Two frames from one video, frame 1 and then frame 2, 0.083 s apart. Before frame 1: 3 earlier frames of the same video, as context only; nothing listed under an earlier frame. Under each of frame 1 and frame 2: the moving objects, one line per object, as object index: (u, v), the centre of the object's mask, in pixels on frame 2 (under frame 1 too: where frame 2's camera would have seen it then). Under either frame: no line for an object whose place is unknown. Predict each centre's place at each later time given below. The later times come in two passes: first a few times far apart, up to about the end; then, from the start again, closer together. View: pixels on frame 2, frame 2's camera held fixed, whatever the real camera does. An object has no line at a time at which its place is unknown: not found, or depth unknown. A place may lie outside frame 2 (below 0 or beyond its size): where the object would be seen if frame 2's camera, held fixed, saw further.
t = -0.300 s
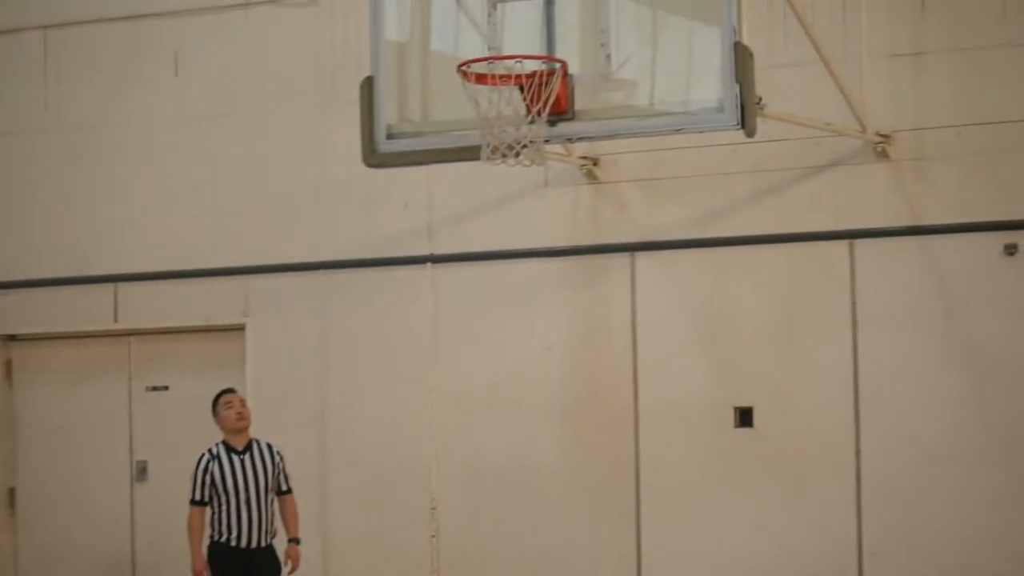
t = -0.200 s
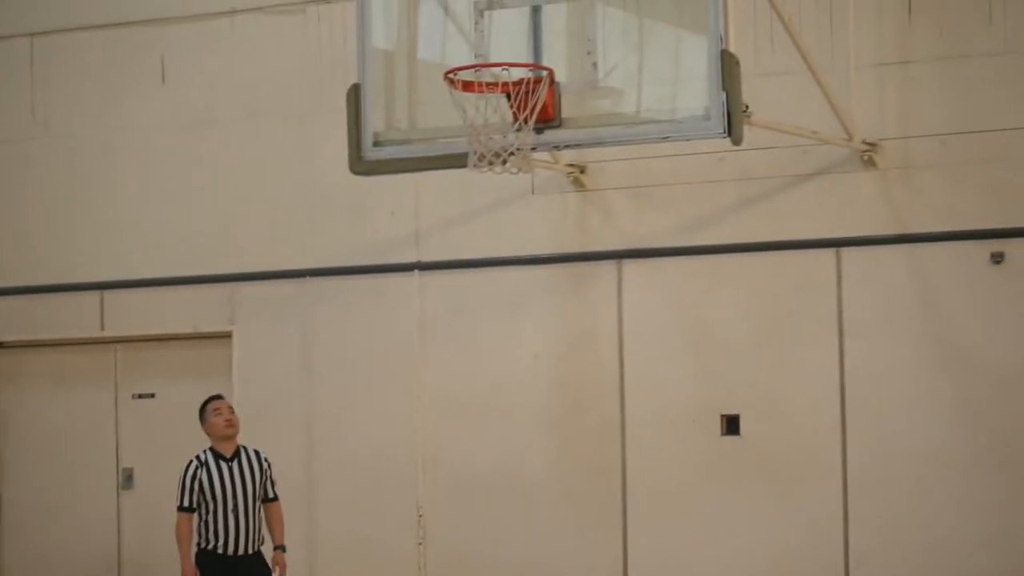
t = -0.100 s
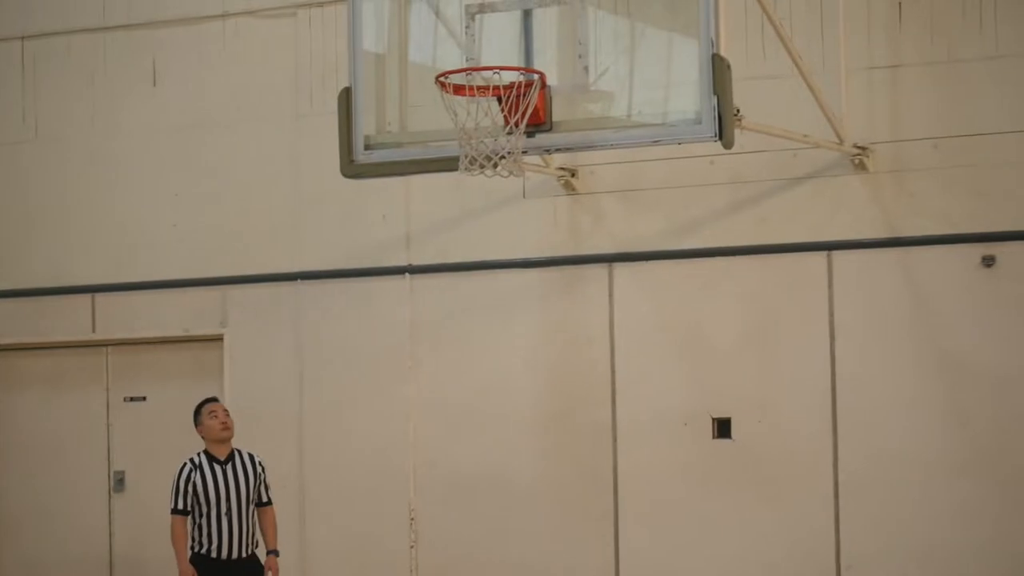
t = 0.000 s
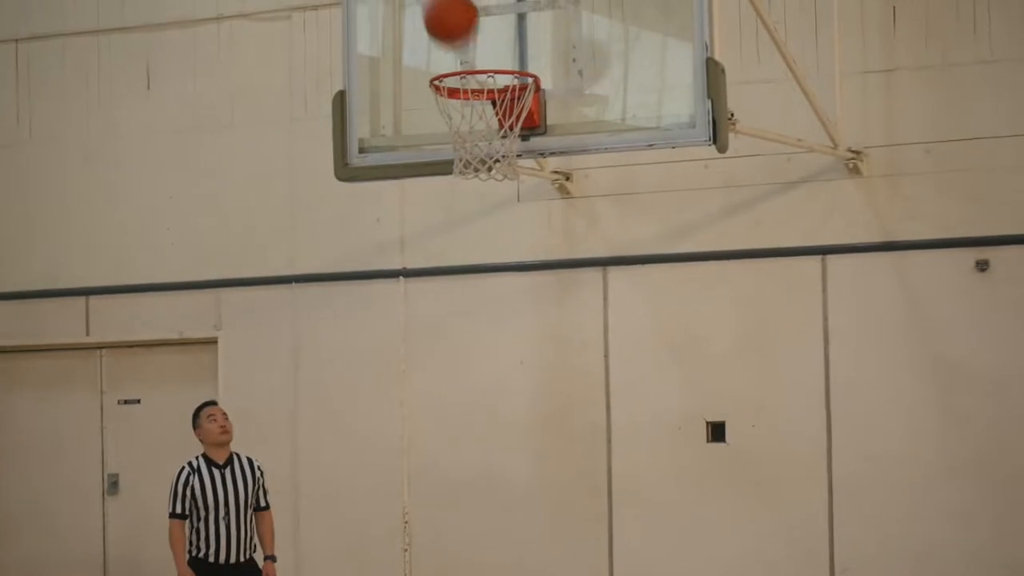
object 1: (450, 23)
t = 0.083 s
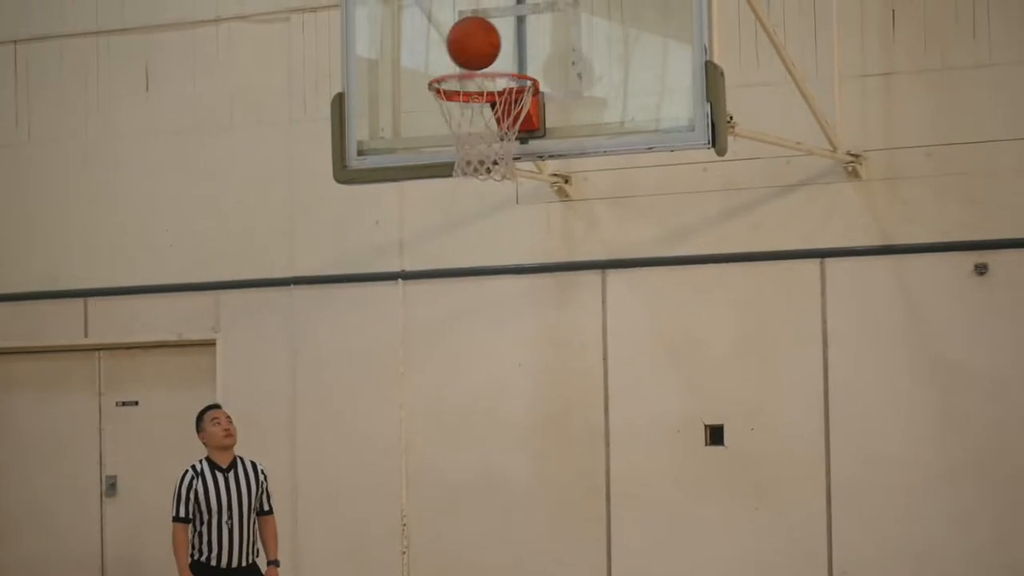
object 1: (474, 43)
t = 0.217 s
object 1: (503, 45)
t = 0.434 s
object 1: (484, 72)
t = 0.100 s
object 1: (477, 41)
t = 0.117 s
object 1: (481, 40)
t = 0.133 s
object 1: (485, 39)
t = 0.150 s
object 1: (488, 39)
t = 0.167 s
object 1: (492, 40)
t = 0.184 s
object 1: (496, 41)
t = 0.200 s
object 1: (499, 43)
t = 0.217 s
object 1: (503, 45)
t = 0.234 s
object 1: (507, 48)
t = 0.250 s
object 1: (510, 50)
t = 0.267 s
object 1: (512, 52)
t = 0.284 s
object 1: (510, 52)
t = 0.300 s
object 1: (508, 51)
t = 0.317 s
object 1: (505, 51)
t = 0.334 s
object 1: (502, 52)
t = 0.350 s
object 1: (499, 54)
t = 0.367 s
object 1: (496, 56)
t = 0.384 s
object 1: (493, 55)
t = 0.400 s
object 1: (490, 63)
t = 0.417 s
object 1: (487, 66)
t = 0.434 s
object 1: (484, 72)
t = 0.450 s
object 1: (482, 77)
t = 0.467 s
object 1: (479, 82)
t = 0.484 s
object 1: (475, 89)
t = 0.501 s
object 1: (473, 95)
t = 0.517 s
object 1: (474, 102)
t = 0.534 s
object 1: (476, 109)
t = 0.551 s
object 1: (476, 119)
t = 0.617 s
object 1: (479, 149)
